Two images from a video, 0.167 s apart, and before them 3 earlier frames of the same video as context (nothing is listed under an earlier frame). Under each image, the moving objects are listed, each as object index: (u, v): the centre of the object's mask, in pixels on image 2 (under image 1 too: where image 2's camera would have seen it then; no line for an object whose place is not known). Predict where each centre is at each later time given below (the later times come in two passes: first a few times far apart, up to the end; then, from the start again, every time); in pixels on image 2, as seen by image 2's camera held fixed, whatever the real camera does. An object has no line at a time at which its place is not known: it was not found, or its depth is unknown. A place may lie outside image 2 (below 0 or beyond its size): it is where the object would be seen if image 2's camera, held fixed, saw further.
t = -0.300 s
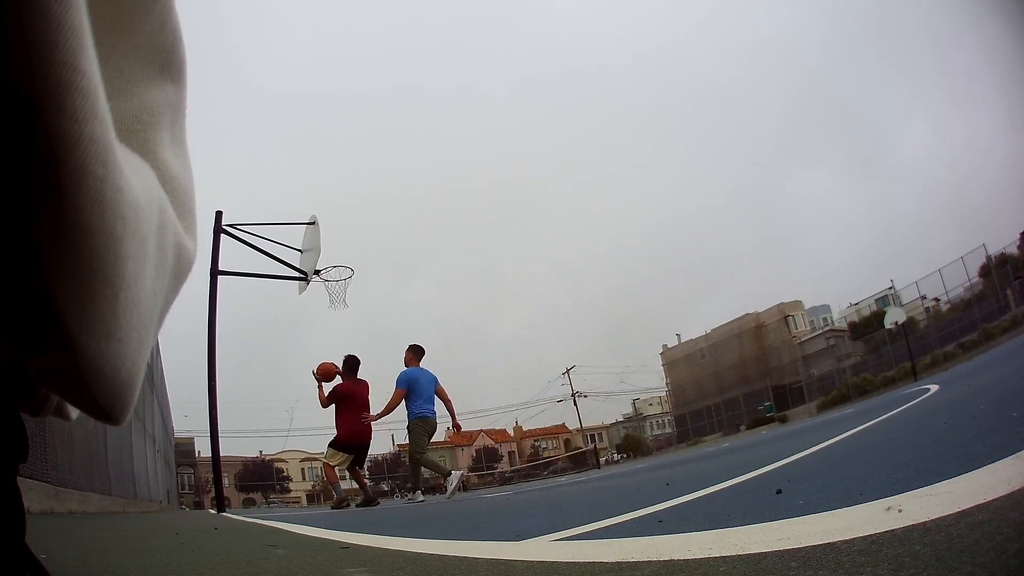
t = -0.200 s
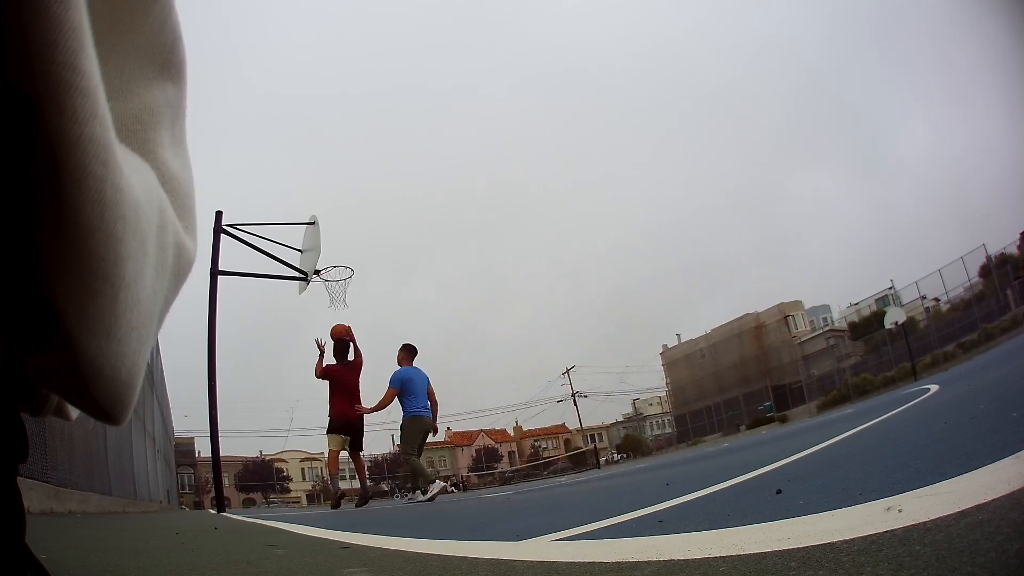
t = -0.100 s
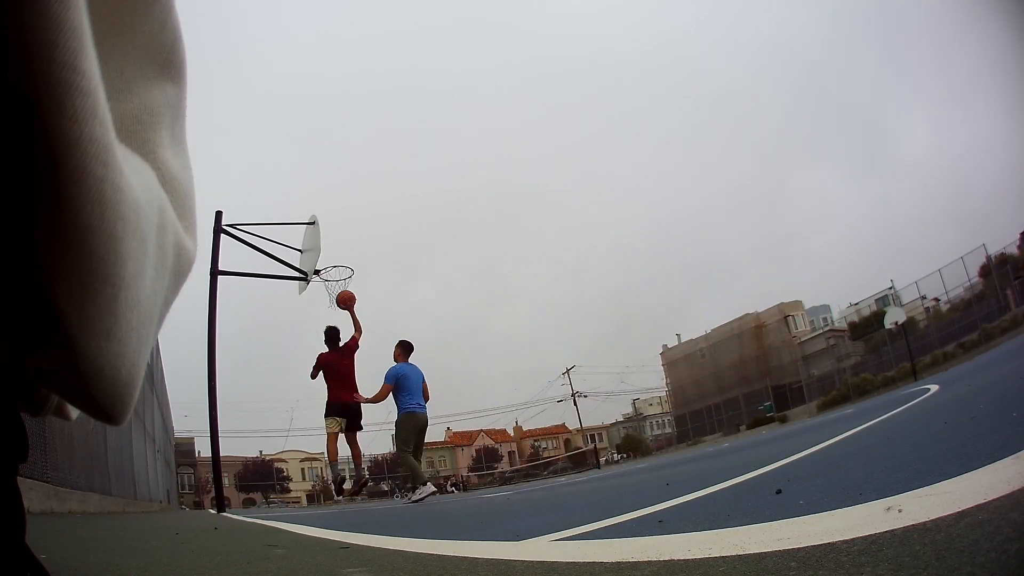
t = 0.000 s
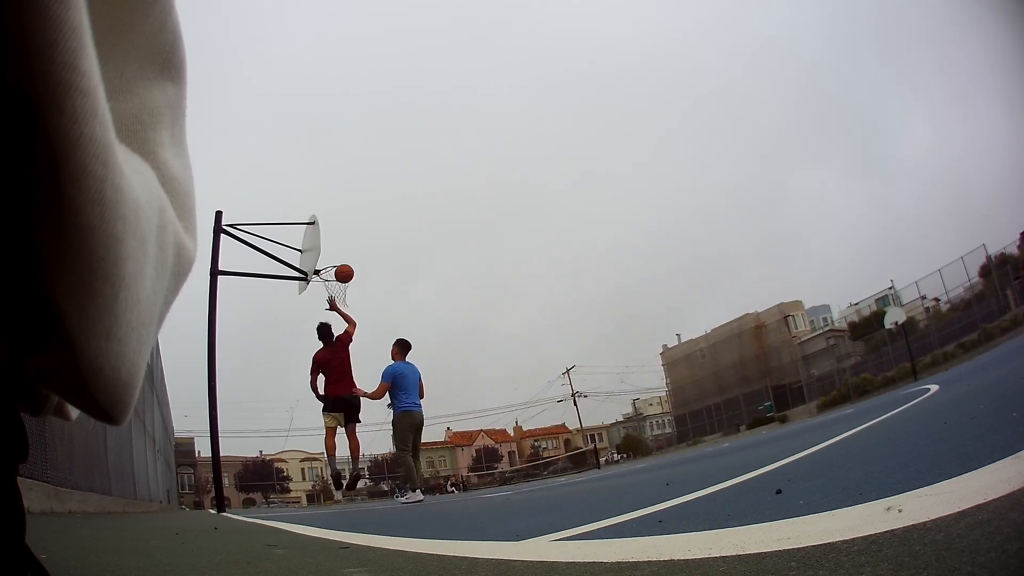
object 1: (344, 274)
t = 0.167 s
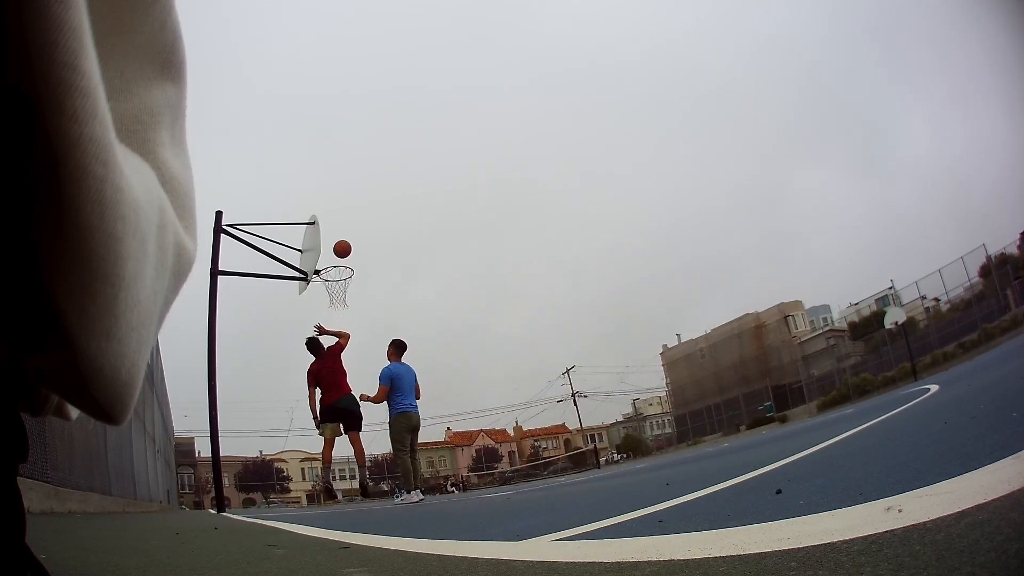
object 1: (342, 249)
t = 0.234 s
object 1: (342, 245)
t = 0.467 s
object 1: (341, 254)
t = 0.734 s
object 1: (338, 264)
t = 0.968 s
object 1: (333, 282)
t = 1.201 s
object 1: (334, 334)
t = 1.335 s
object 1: (337, 385)
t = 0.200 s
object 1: (342, 247)
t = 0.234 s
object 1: (342, 245)
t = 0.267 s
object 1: (342, 244)
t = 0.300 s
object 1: (342, 244)
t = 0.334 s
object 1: (342, 244)
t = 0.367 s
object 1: (341, 246)
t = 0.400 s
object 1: (341, 248)
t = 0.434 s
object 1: (341, 251)
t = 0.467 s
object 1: (341, 254)
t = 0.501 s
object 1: (341, 258)
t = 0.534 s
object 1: (341, 263)
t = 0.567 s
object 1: (342, 269)
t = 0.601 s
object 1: (341, 270)
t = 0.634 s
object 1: (340, 267)
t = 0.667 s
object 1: (339, 265)
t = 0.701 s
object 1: (339, 264)
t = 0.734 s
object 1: (338, 264)
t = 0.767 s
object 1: (337, 264)
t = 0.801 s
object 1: (336, 265)
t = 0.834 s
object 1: (336, 267)
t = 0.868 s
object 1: (335, 270)
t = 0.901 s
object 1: (334, 273)
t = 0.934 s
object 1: (334, 277)
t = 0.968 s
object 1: (333, 282)
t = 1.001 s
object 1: (332, 288)
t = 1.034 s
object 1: (332, 294)
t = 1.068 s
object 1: (332, 300)
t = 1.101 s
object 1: (333, 307)
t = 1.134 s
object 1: (333, 315)
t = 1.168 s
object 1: (333, 324)
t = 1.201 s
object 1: (334, 334)
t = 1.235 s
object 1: (335, 345)
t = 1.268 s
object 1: (335, 357)
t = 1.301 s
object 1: (336, 371)
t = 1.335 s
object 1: (337, 385)
